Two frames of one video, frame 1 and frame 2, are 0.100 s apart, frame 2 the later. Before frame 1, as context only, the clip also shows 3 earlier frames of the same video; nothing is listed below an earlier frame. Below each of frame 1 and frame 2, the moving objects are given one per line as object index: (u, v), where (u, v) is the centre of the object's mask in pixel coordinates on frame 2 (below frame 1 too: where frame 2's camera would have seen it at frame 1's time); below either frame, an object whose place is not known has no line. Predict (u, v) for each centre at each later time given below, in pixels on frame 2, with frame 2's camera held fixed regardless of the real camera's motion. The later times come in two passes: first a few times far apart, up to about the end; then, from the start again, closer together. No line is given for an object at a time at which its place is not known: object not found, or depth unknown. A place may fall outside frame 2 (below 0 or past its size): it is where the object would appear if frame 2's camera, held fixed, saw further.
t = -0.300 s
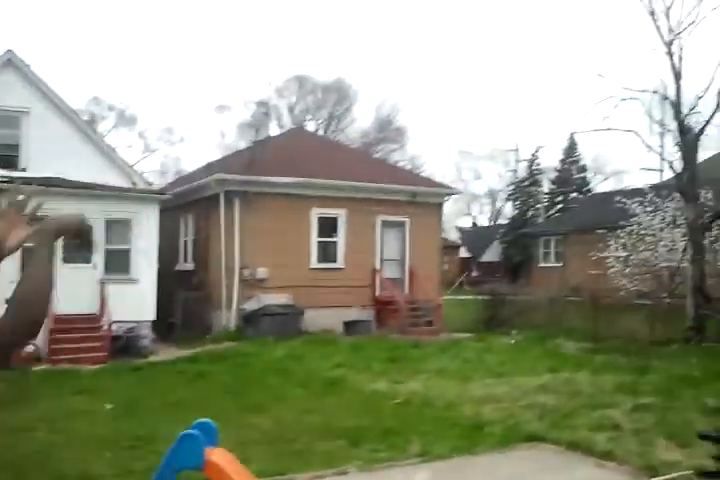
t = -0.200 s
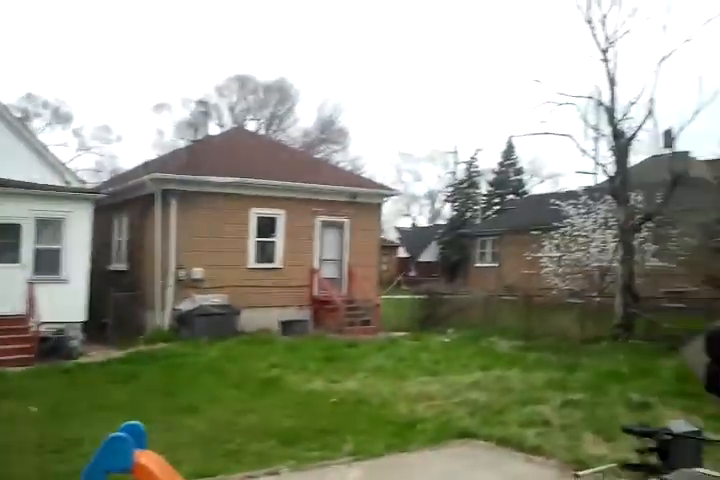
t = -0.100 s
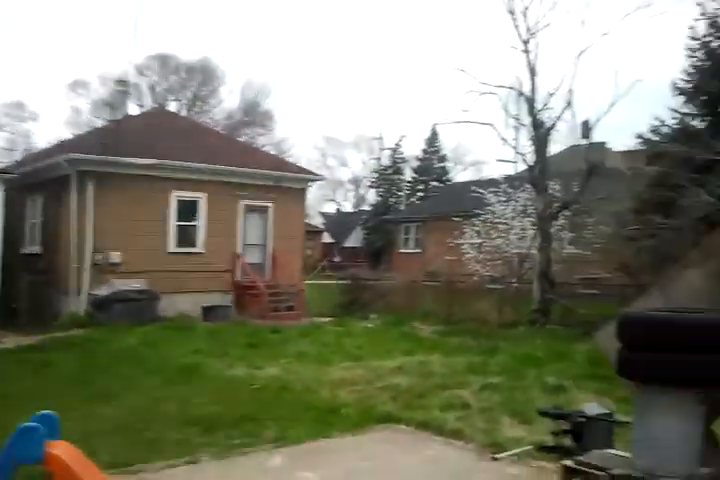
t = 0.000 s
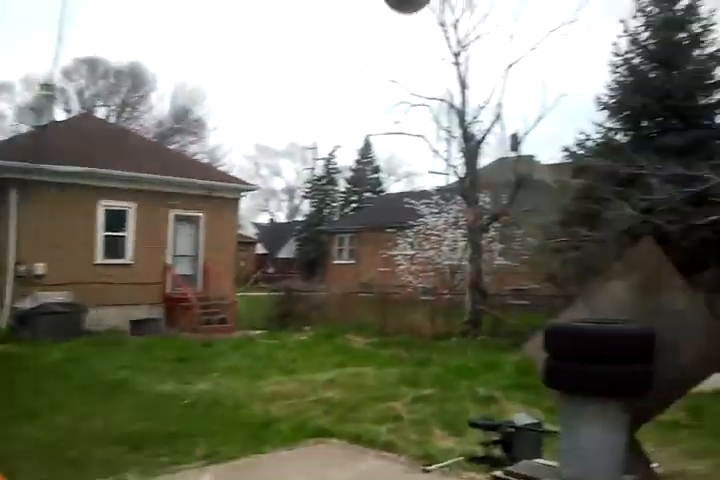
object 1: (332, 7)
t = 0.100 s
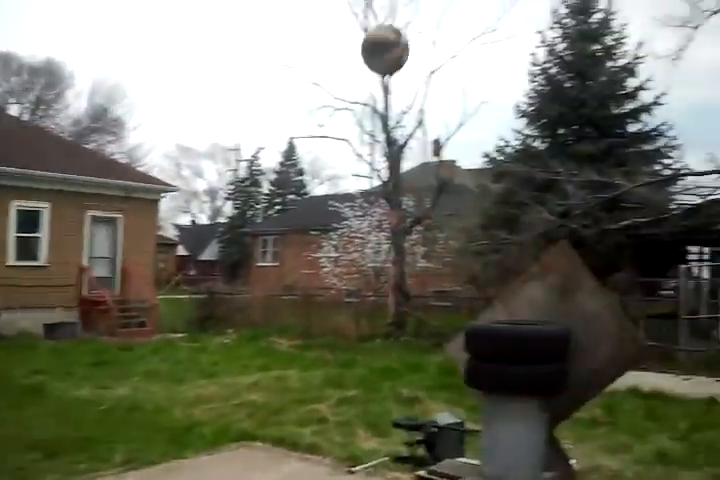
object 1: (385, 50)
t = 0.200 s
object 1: (426, 116)
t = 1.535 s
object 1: (437, 457)
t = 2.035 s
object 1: (387, 438)
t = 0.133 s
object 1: (398, 71)
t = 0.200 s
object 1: (426, 116)
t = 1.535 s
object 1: (437, 457)
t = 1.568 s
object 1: (436, 450)
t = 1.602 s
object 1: (432, 441)
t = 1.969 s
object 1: (395, 416)
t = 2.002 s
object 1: (391, 426)
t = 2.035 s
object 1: (387, 438)
